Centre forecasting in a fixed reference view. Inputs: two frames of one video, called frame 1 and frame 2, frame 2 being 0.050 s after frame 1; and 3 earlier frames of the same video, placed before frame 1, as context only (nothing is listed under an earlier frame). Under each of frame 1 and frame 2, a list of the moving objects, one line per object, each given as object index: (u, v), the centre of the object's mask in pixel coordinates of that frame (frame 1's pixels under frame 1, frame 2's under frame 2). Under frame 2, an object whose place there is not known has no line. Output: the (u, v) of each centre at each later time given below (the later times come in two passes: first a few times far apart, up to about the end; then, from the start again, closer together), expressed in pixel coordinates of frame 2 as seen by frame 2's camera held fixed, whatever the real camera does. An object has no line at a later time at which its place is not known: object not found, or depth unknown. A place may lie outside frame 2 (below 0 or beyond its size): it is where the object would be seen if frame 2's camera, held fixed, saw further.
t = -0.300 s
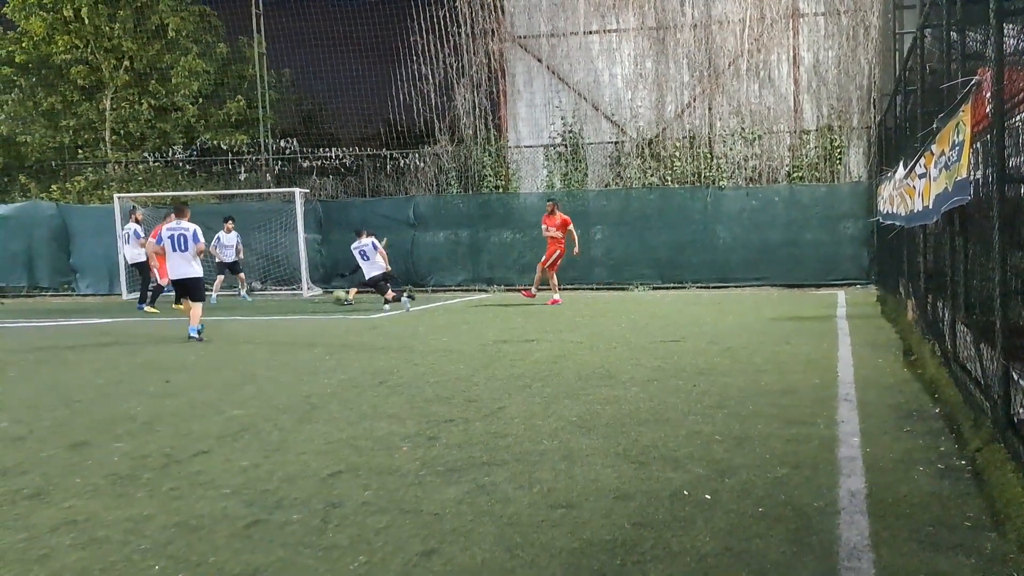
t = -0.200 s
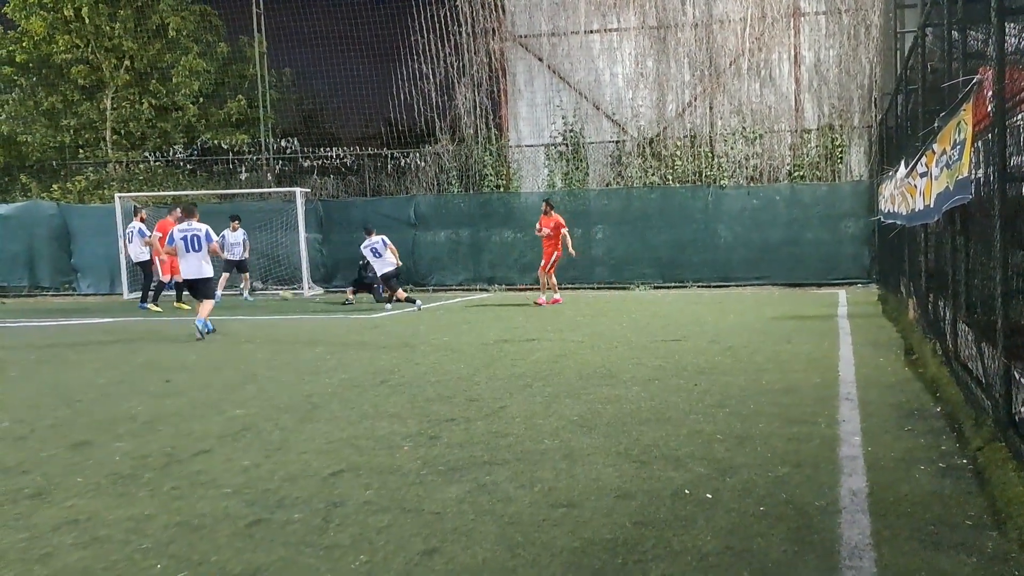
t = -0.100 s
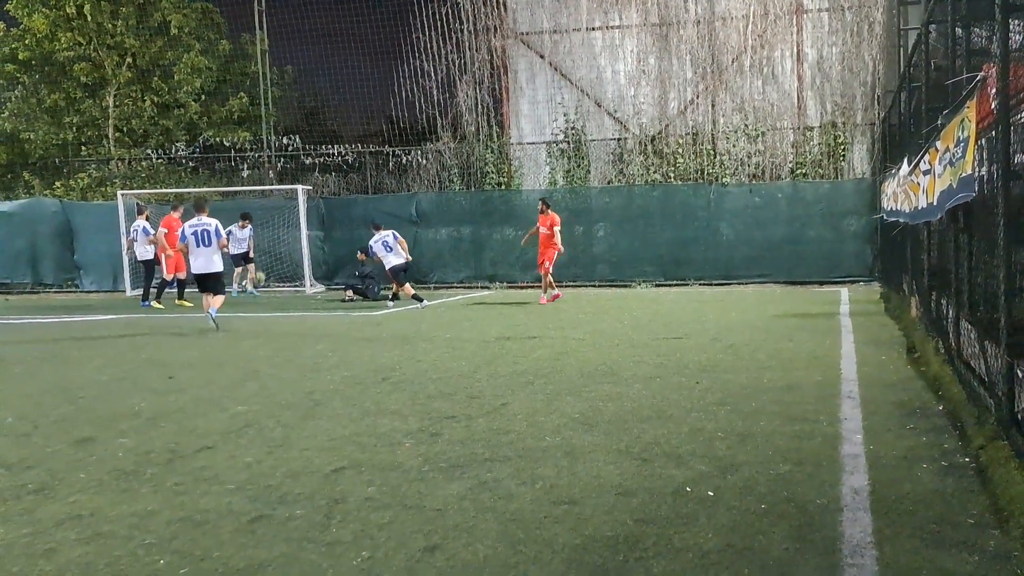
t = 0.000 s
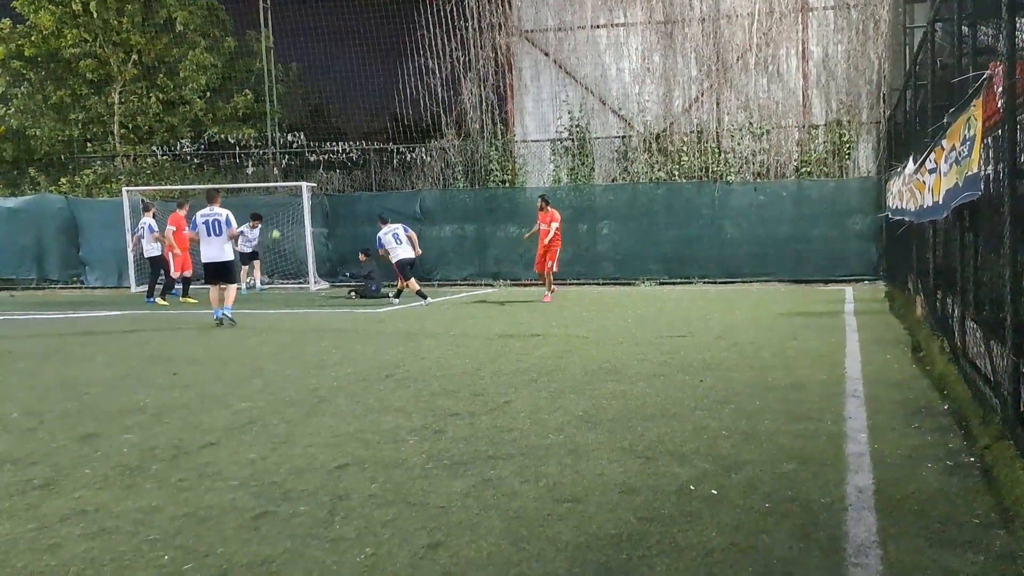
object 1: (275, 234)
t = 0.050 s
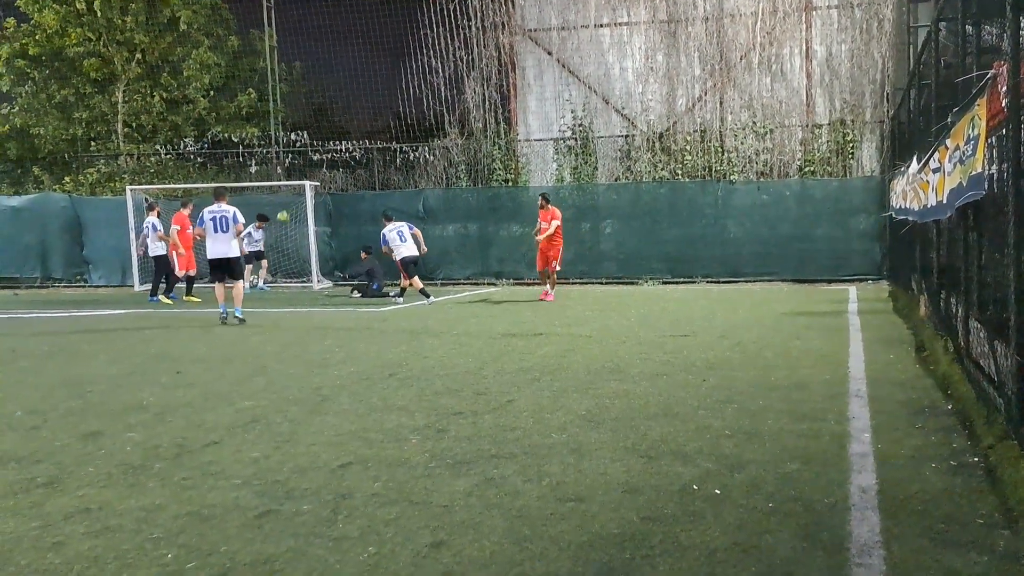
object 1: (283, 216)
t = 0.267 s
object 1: (305, 156)
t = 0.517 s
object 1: (331, 114)
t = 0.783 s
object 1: (361, 104)
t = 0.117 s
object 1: (290, 194)
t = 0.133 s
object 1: (291, 191)
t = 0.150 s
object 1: (293, 185)
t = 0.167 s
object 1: (294, 180)
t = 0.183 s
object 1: (296, 176)
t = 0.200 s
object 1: (298, 173)
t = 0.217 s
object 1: (300, 168)
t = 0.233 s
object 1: (301, 164)
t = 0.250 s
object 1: (304, 159)
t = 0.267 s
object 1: (305, 156)
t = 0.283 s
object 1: (307, 152)
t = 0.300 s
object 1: (309, 148)
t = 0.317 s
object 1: (310, 145)
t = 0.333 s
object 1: (312, 142)
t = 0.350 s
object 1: (314, 139)
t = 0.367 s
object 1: (316, 136)
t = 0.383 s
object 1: (317, 132)
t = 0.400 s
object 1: (319, 129)
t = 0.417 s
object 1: (321, 126)
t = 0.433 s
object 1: (323, 125)
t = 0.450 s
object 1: (325, 122)
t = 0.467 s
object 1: (326, 120)
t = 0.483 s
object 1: (328, 118)
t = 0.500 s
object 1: (330, 115)
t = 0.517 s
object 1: (331, 114)
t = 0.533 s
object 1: (334, 112)
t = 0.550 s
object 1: (335, 111)
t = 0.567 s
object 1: (337, 109)
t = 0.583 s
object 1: (339, 108)
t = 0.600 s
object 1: (341, 107)
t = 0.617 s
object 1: (342, 106)
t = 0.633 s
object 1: (344, 105)
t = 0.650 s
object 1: (346, 104)
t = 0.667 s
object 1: (347, 104)
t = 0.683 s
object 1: (349, 103)
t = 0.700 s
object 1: (351, 103)
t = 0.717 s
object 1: (353, 103)
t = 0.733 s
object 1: (355, 103)
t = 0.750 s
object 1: (357, 103)
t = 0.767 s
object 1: (359, 103)
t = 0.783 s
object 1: (361, 104)
